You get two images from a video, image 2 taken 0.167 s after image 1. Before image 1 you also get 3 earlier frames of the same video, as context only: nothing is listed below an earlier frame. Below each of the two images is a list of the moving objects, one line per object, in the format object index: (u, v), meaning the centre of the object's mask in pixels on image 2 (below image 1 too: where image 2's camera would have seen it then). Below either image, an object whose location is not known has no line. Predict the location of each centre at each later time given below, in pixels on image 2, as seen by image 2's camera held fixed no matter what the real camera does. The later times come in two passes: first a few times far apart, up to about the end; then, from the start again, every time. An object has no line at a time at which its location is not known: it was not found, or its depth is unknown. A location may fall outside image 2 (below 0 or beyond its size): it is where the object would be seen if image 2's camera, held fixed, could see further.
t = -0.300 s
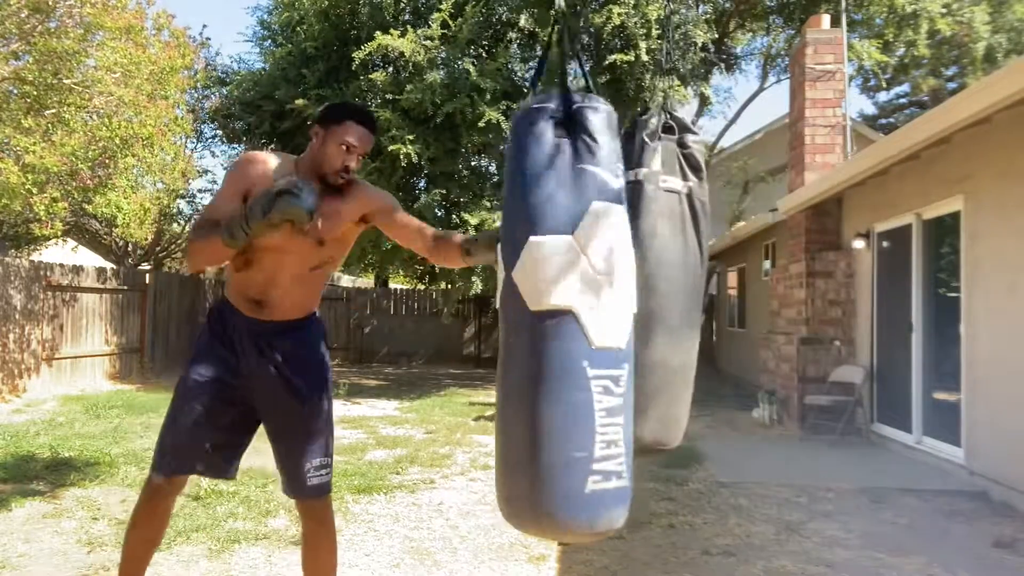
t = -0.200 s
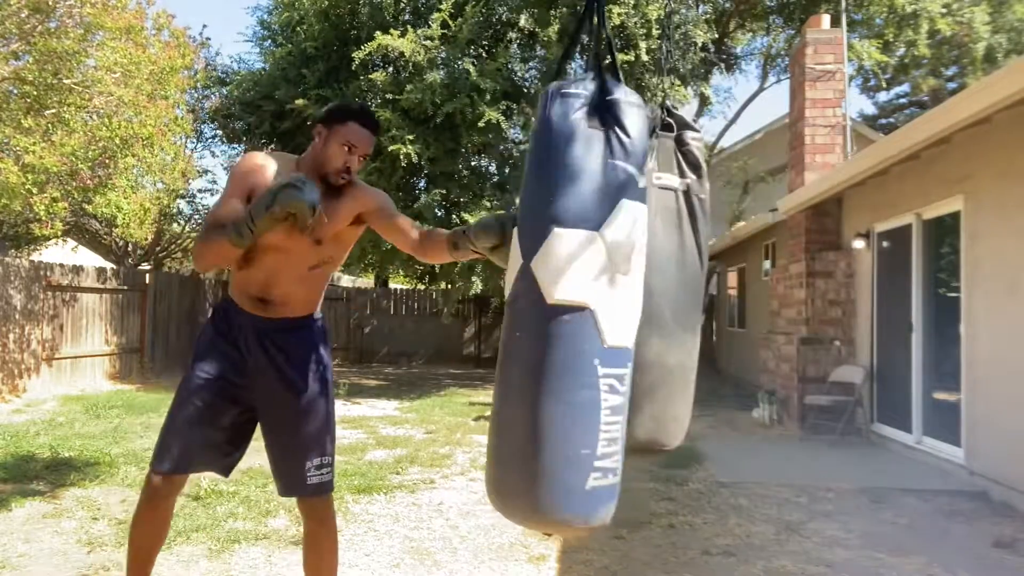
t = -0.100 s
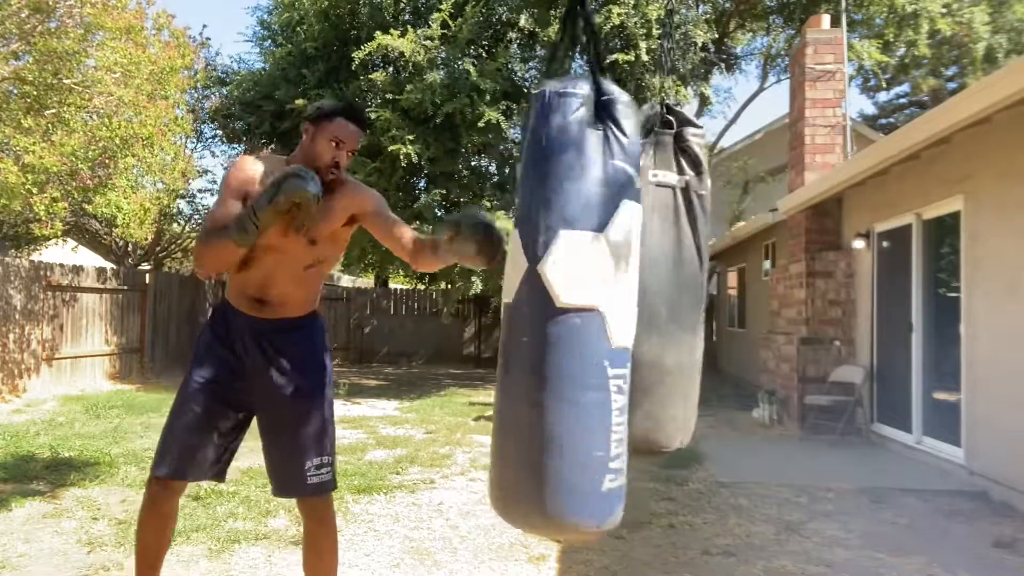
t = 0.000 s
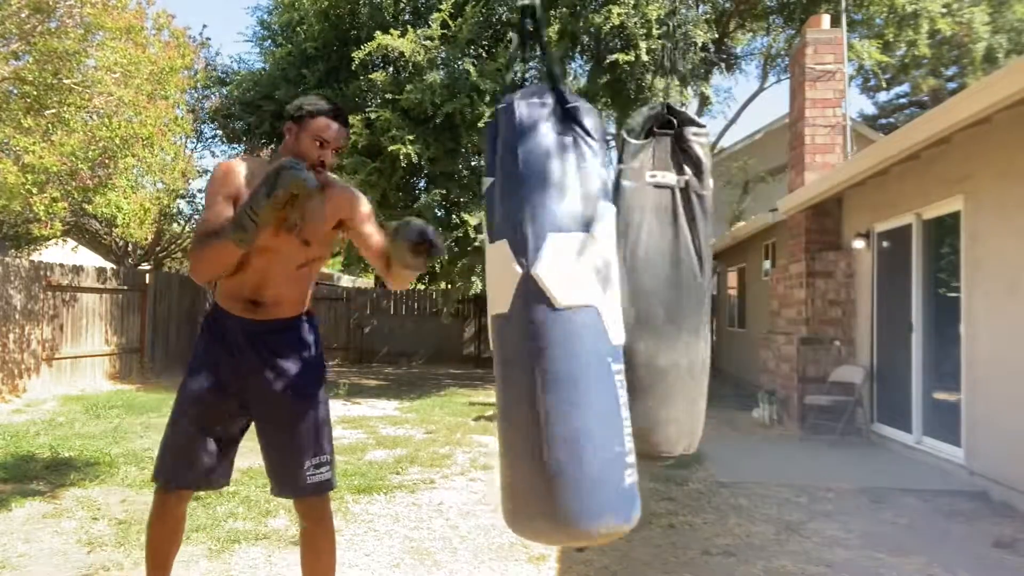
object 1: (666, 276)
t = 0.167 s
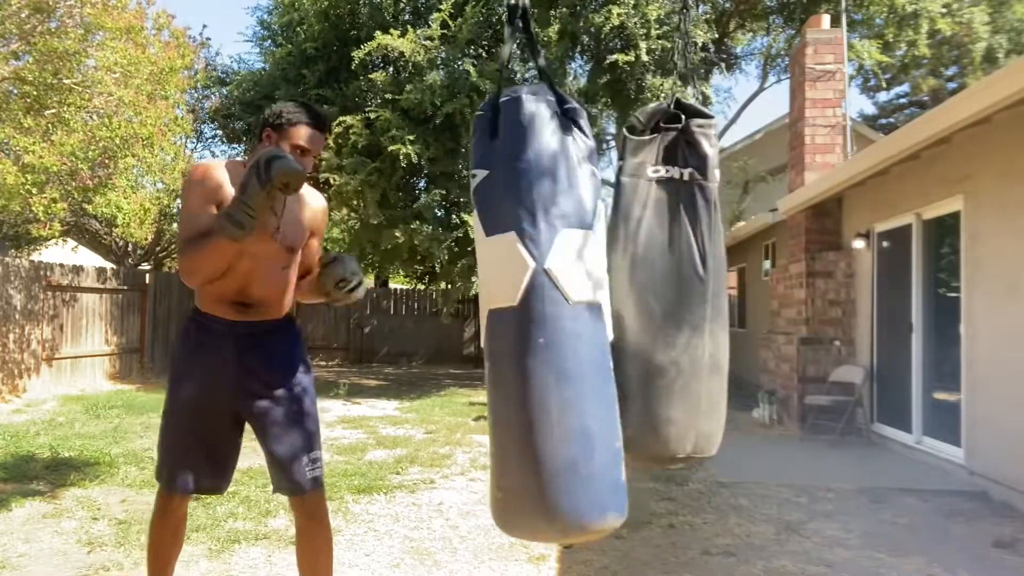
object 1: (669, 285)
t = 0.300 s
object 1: (678, 297)
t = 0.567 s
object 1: (720, 297)
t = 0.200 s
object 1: (671, 291)
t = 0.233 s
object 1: (673, 293)
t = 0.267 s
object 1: (676, 295)
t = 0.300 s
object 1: (678, 297)
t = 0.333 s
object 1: (683, 295)
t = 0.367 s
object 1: (689, 294)
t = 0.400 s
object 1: (694, 294)
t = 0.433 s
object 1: (699, 294)
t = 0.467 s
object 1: (704, 297)
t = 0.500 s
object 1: (710, 298)
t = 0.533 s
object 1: (715, 297)
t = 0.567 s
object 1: (720, 297)
